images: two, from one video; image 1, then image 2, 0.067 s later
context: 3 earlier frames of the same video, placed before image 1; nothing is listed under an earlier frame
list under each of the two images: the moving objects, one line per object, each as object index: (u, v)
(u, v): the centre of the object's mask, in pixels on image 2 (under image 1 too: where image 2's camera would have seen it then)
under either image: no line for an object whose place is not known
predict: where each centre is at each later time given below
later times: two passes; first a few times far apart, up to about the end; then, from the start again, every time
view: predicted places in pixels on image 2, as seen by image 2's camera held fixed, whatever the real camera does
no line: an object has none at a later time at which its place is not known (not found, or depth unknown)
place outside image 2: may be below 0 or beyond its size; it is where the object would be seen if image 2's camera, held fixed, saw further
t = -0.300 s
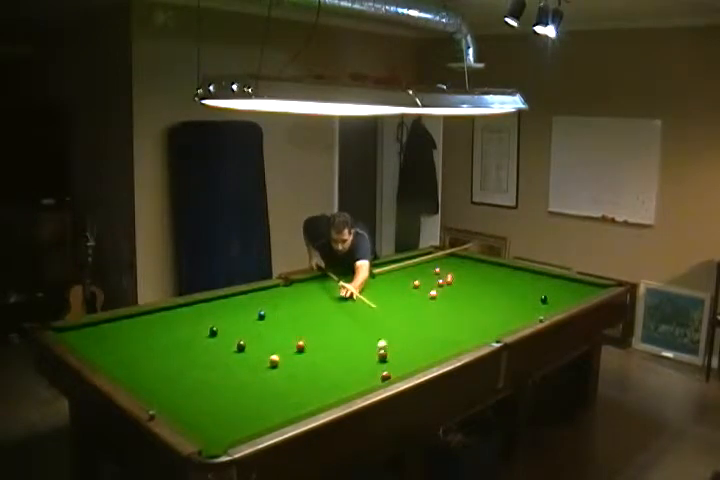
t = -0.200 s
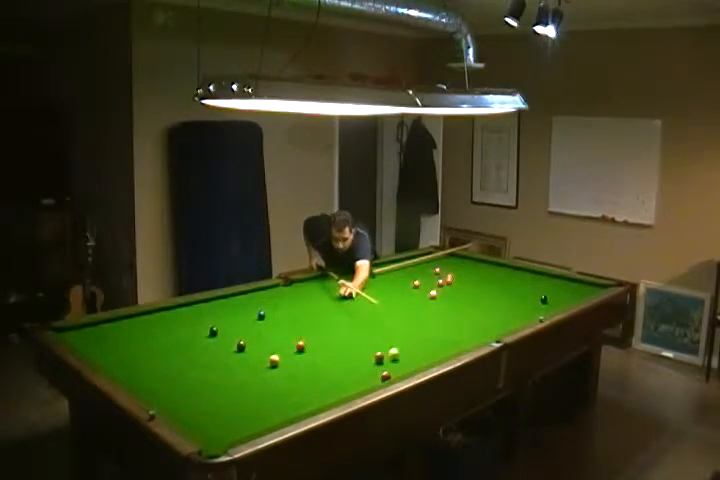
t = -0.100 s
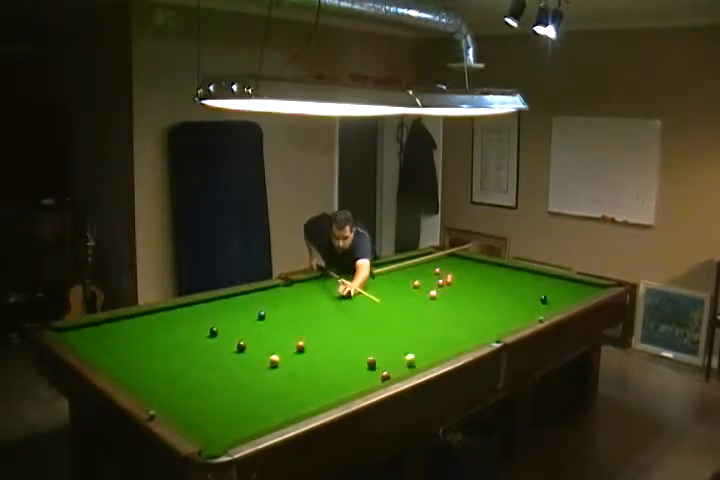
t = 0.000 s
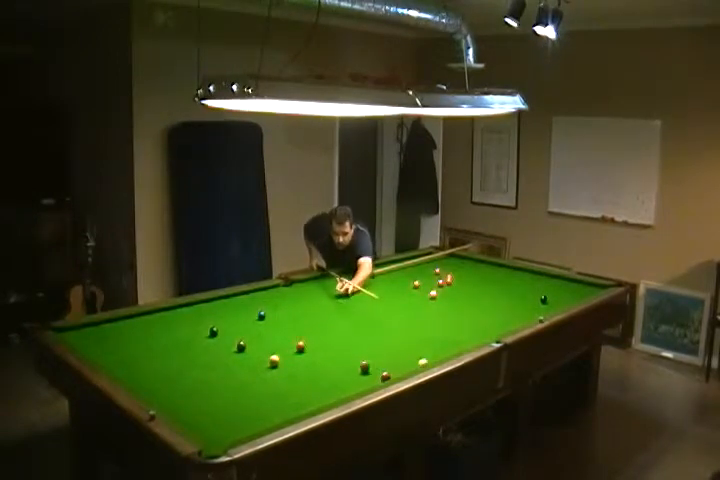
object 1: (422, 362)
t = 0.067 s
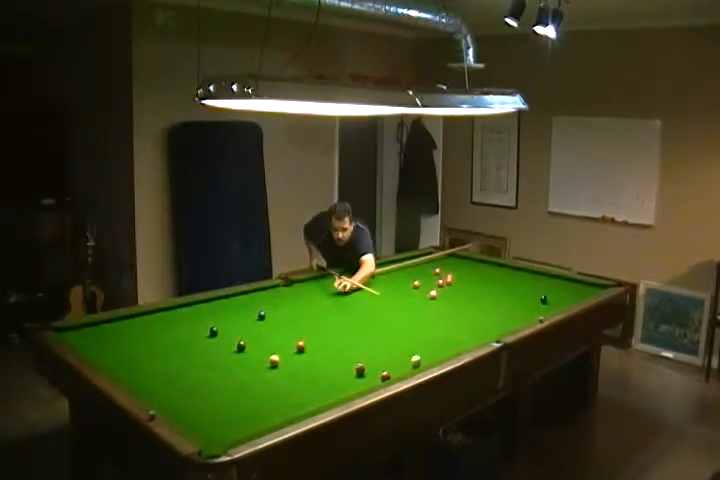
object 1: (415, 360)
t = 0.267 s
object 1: (399, 352)
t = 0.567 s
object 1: (378, 341)
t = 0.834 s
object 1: (361, 332)
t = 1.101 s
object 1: (346, 325)
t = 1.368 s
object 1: (332, 317)
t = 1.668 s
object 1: (319, 310)
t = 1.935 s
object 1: (309, 305)
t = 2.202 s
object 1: (299, 299)
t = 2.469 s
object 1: (291, 295)
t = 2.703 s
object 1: (284, 291)
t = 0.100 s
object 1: (412, 358)
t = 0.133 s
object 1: (410, 357)
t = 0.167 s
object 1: (407, 356)
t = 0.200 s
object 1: (404, 355)
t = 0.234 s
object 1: (402, 353)
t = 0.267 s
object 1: (399, 352)
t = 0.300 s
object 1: (397, 351)
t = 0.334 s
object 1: (394, 350)
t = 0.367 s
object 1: (392, 348)
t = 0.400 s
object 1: (390, 347)
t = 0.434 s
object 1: (387, 346)
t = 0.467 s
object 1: (385, 345)
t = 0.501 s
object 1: (382, 343)
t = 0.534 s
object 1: (380, 342)
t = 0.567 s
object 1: (378, 341)
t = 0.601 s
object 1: (376, 340)
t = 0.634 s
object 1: (373, 339)
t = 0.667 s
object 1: (371, 338)
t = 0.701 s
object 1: (369, 337)
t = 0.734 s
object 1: (367, 336)
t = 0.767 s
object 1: (365, 334)
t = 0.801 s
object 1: (363, 333)
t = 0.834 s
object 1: (361, 332)
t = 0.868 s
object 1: (359, 331)
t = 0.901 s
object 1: (357, 331)
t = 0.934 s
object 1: (355, 329)
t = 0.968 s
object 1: (353, 328)
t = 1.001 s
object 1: (351, 327)
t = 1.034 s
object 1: (349, 326)
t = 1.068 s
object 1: (347, 326)
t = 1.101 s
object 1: (346, 325)
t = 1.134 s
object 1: (344, 323)
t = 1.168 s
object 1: (342, 322)
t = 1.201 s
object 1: (340, 322)
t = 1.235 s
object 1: (339, 320)
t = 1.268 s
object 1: (337, 320)
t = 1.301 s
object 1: (335, 319)
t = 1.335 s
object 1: (334, 319)
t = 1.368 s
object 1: (332, 317)
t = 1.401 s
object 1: (330, 316)
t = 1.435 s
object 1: (329, 316)
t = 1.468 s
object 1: (328, 315)
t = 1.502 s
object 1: (326, 314)
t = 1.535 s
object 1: (325, 313)
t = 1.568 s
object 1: (323, 312)
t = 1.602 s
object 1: (322, 311)
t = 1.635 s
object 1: (320, 310)
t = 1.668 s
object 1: (319, 310)
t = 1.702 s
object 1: (317, 309)
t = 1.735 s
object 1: (316, 309)
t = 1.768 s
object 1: (315, 308)
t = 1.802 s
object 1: (314, 307)
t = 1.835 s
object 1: (312, 306)
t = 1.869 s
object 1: (311, 306)
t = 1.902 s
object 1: (310, 305)
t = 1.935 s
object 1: (309, 305)
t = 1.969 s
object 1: (307, 304)
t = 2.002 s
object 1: (306, 303)
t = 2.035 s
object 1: (305, 303)
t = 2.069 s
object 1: (304, 302)
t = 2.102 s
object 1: (302, 301)
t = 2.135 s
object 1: (301, 301)
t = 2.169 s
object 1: (300, 300)
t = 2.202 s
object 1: (299, 299)
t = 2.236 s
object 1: (298, 299)
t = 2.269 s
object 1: (297, 298)
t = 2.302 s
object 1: (296, 298)
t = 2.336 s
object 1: (295, 297)
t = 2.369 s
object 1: (294, 296)
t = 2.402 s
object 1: (293, 296)
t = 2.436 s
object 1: (292, 296)
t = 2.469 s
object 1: (291, 295)
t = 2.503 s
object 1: (290, 294)
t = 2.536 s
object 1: (289, 294)
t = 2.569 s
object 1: (288, 293)
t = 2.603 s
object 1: (287, 293)
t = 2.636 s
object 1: (286, 292)
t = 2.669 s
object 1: (285, 292)
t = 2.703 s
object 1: (284, 291)
